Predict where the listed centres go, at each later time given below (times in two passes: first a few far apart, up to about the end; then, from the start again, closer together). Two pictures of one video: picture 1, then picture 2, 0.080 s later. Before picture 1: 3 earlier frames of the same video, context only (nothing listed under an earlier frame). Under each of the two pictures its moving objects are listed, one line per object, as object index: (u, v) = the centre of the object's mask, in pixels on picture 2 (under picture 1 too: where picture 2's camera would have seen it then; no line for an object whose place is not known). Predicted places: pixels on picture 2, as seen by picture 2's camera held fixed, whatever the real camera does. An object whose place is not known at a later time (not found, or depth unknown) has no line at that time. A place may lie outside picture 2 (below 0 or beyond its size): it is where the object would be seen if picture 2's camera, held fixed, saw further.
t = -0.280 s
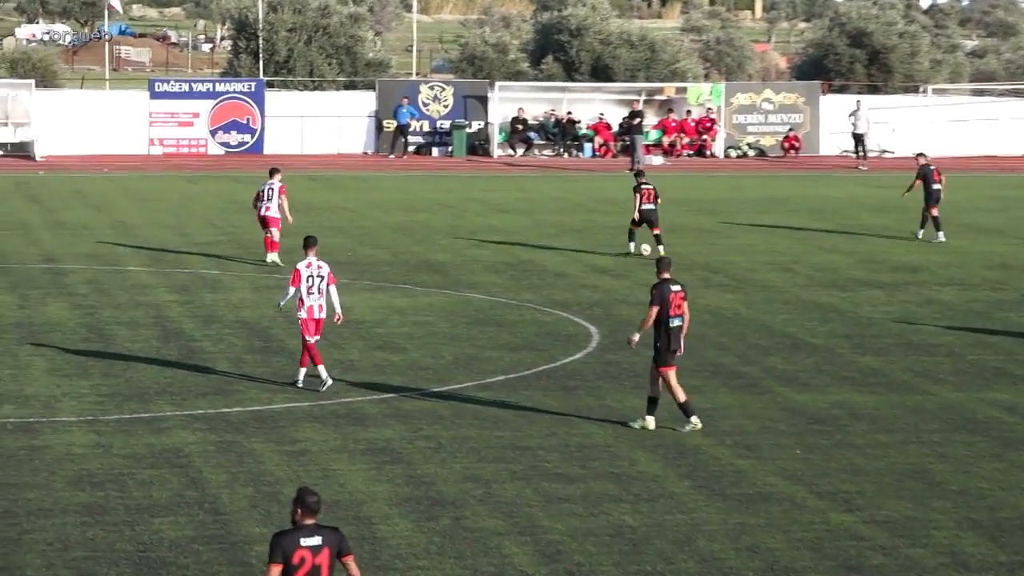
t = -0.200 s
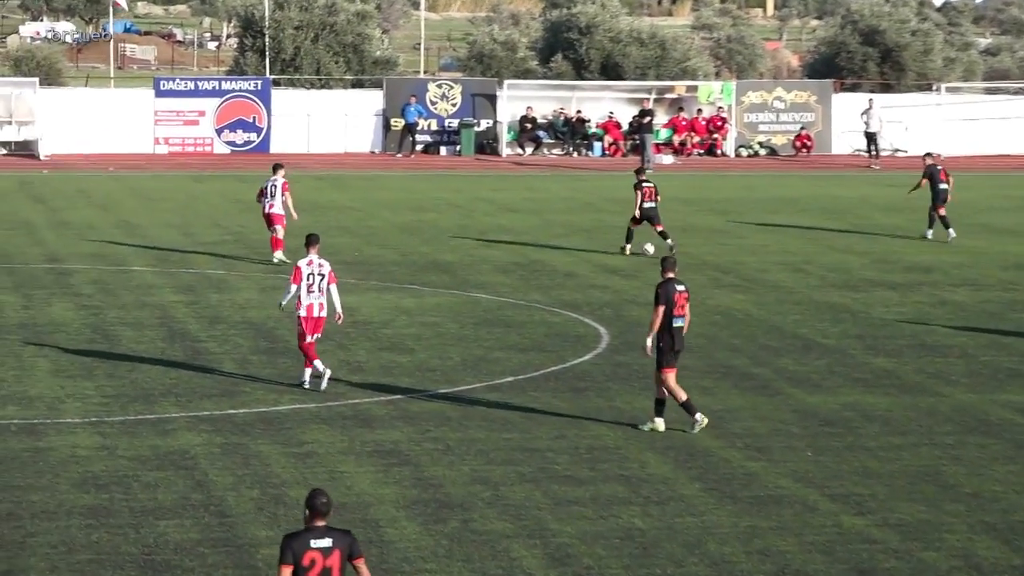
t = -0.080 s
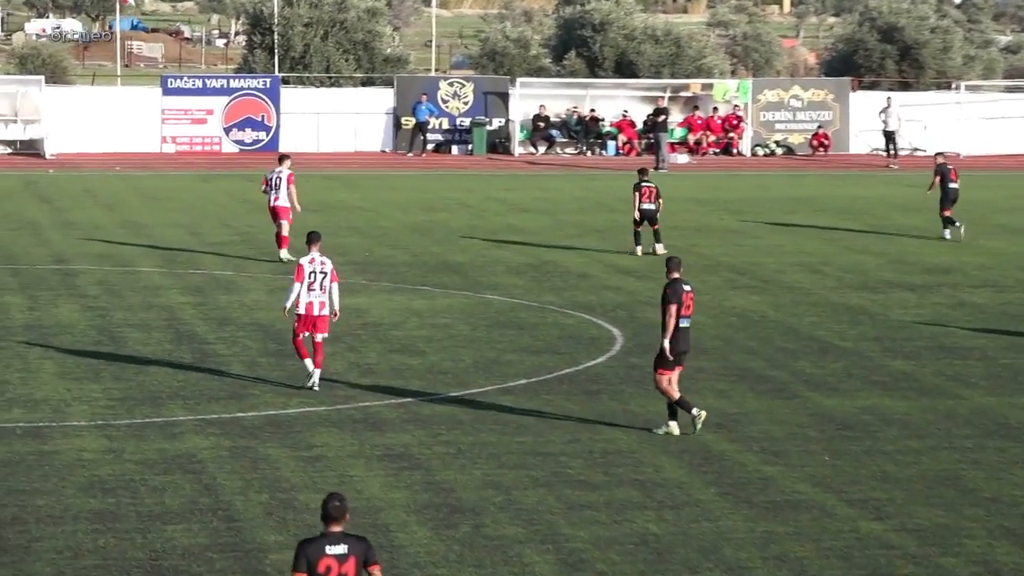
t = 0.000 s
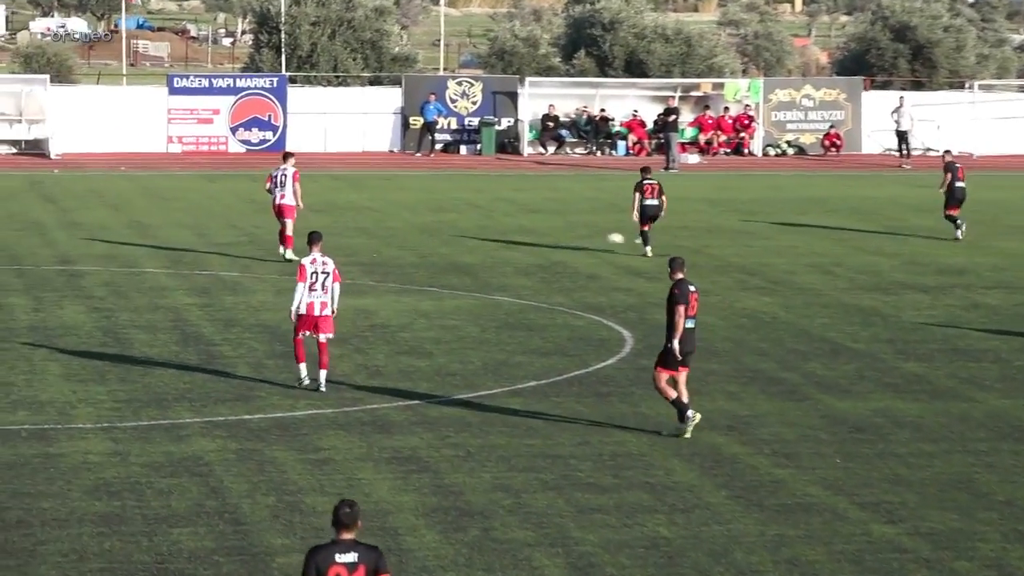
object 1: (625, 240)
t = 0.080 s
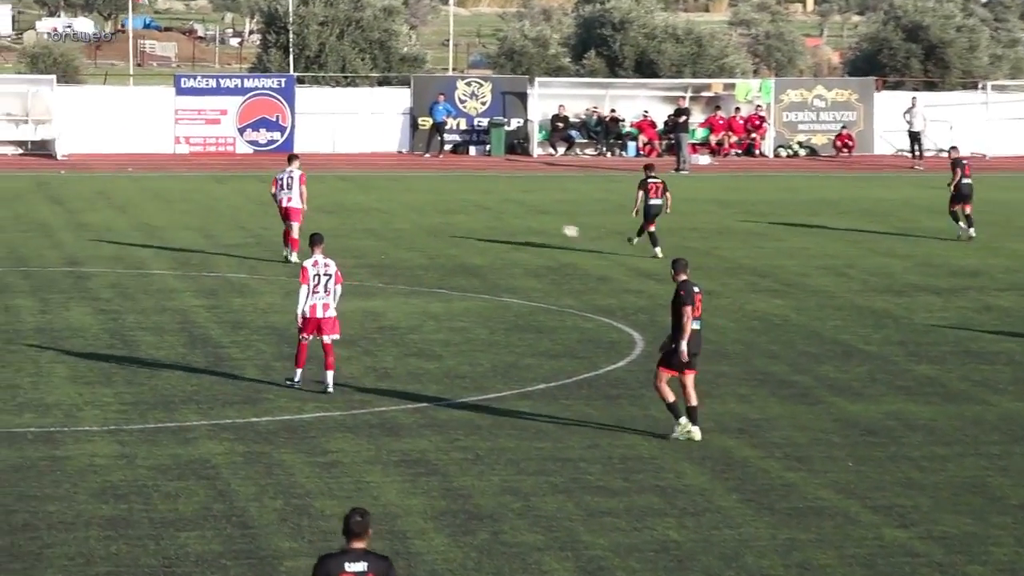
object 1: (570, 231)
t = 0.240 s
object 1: (469, 228)
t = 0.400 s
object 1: (393, 212)
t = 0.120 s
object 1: (543, 229)
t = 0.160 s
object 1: (519, 227)
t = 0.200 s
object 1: (493, 227)
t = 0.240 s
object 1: (469, 228)
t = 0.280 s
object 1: (448, 226)
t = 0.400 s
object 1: (393, 212)
